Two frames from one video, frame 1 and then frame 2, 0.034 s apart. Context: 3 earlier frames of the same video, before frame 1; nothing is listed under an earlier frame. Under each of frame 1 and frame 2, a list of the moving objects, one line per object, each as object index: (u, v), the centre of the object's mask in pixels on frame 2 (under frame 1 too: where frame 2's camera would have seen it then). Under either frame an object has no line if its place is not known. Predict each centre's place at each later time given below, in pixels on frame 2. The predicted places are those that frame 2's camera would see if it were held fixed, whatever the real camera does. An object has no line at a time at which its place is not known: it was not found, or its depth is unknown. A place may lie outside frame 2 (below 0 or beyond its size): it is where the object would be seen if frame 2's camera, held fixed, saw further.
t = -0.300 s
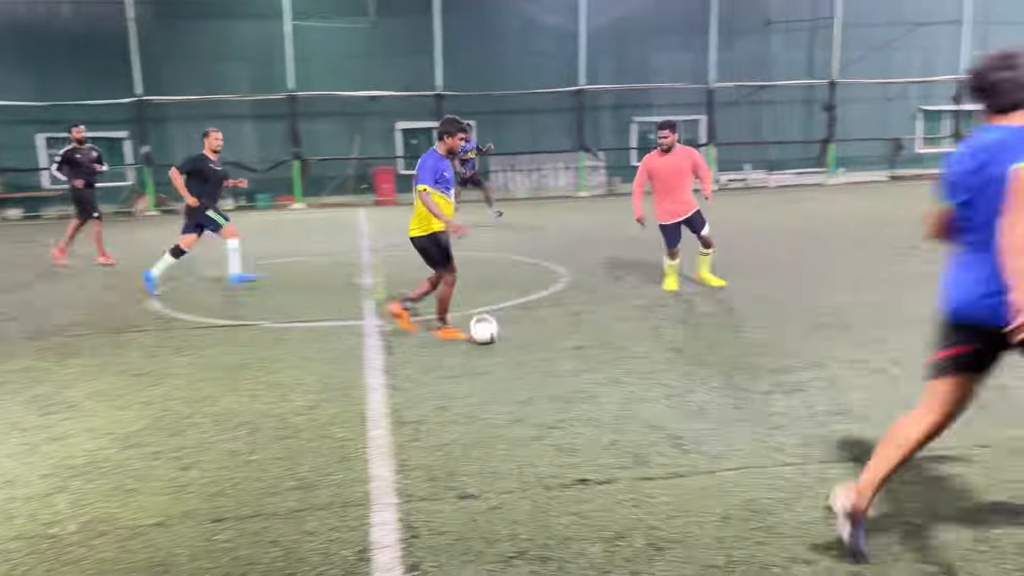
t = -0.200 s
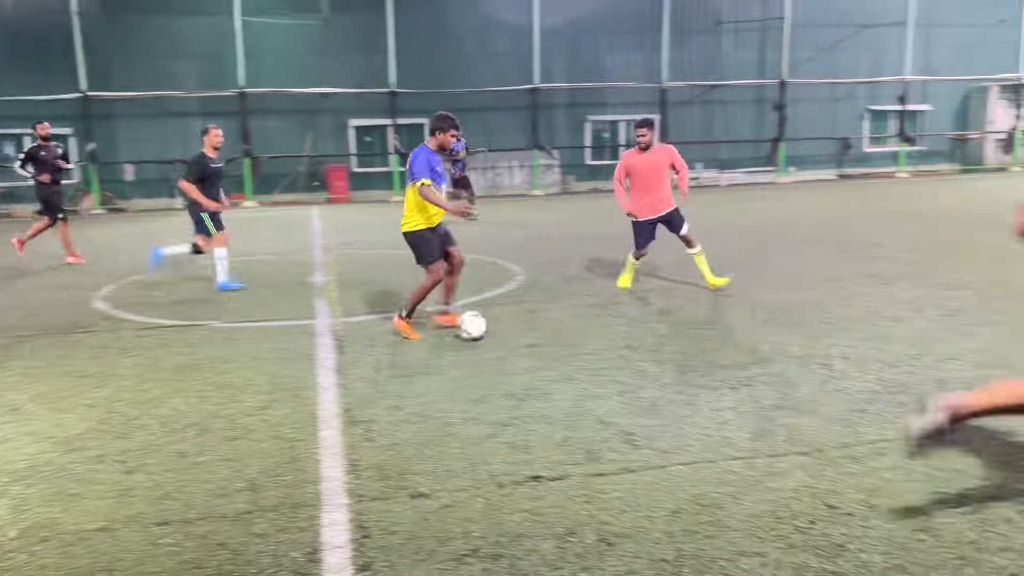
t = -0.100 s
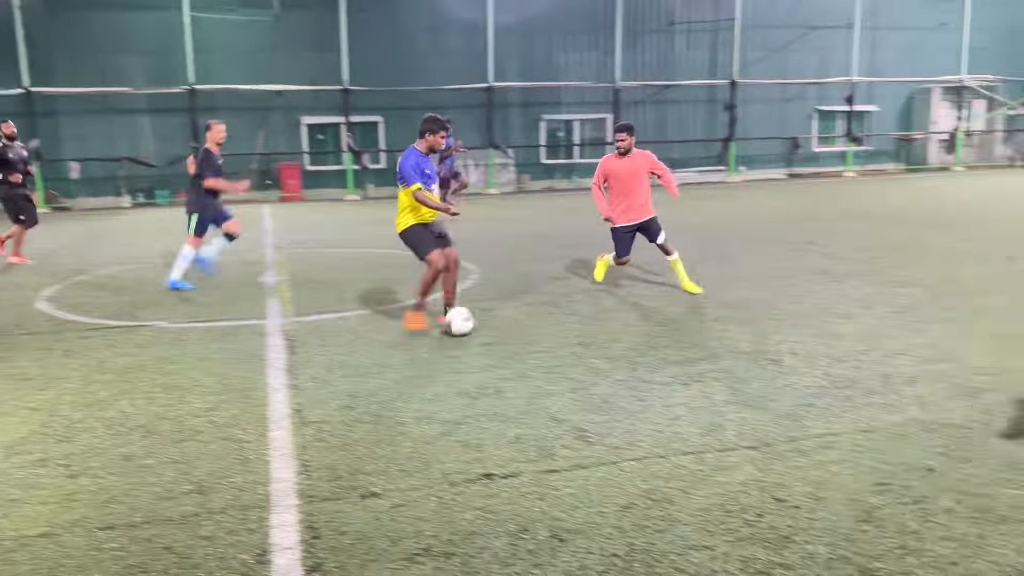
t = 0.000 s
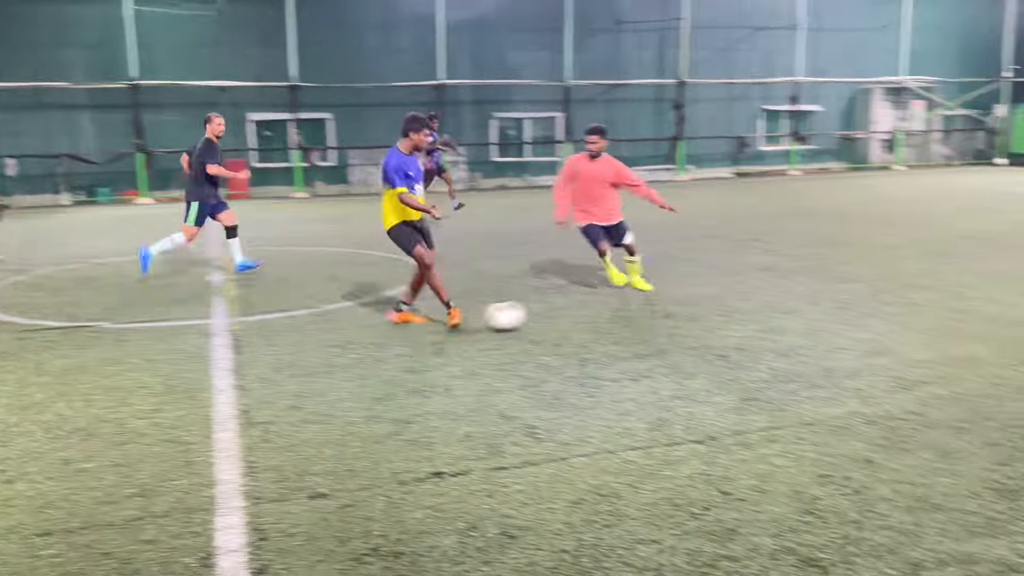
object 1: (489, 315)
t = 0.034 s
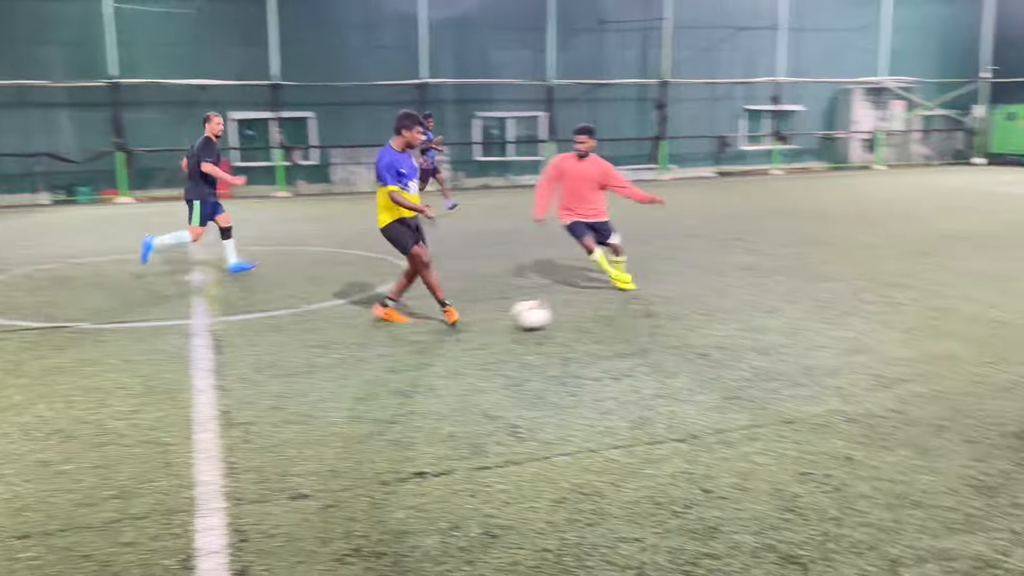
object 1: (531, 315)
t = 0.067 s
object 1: (573, 315)
